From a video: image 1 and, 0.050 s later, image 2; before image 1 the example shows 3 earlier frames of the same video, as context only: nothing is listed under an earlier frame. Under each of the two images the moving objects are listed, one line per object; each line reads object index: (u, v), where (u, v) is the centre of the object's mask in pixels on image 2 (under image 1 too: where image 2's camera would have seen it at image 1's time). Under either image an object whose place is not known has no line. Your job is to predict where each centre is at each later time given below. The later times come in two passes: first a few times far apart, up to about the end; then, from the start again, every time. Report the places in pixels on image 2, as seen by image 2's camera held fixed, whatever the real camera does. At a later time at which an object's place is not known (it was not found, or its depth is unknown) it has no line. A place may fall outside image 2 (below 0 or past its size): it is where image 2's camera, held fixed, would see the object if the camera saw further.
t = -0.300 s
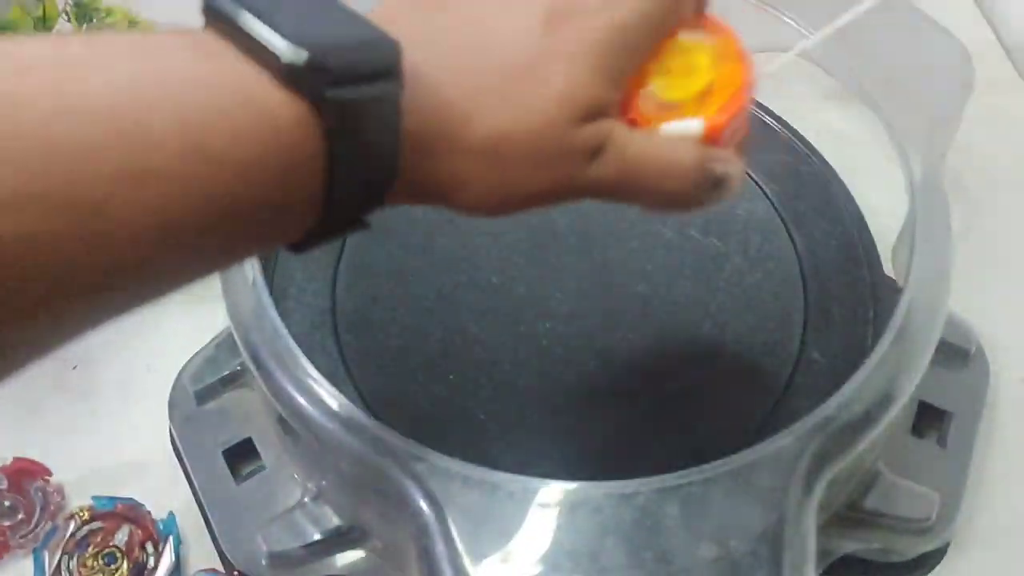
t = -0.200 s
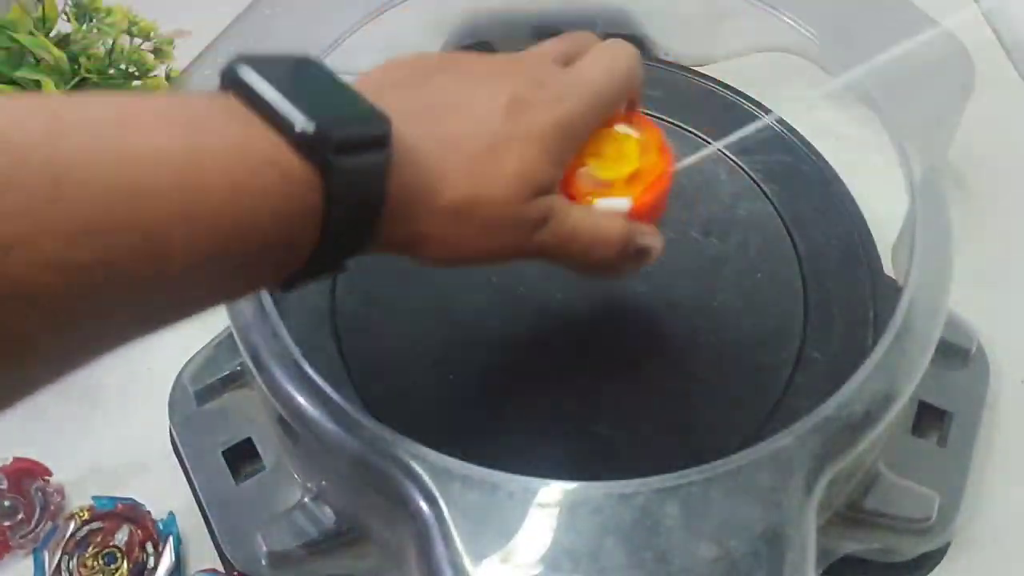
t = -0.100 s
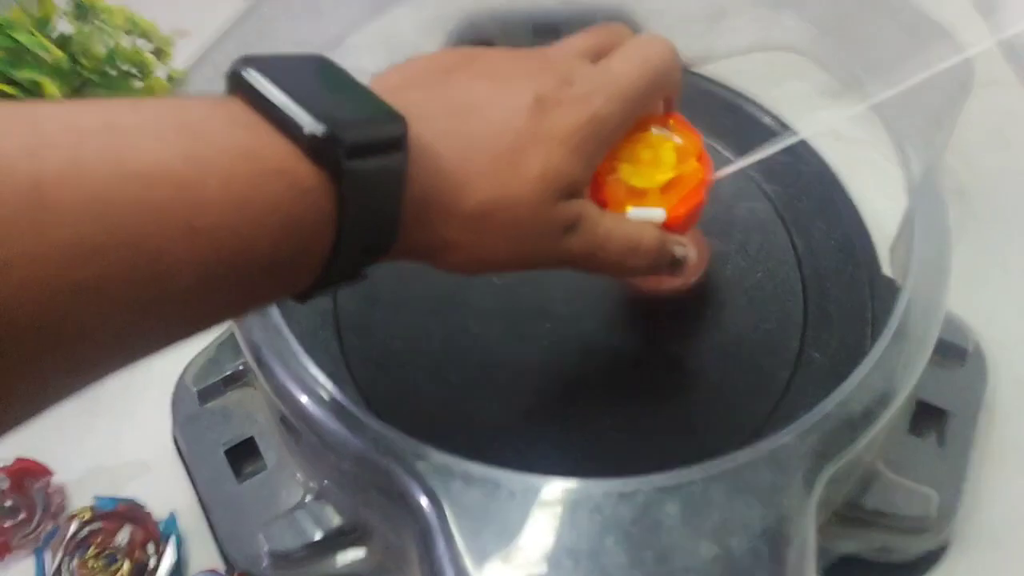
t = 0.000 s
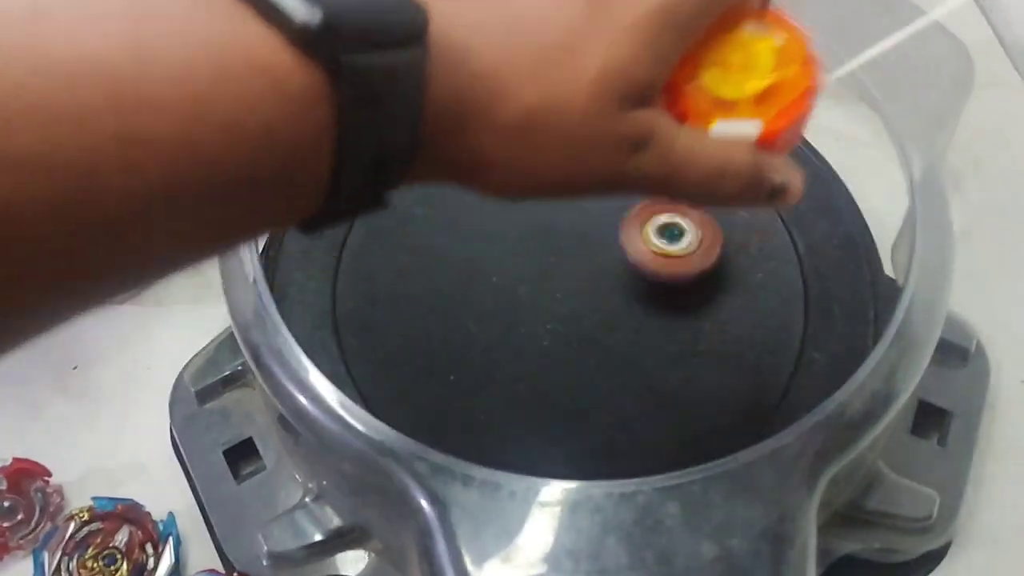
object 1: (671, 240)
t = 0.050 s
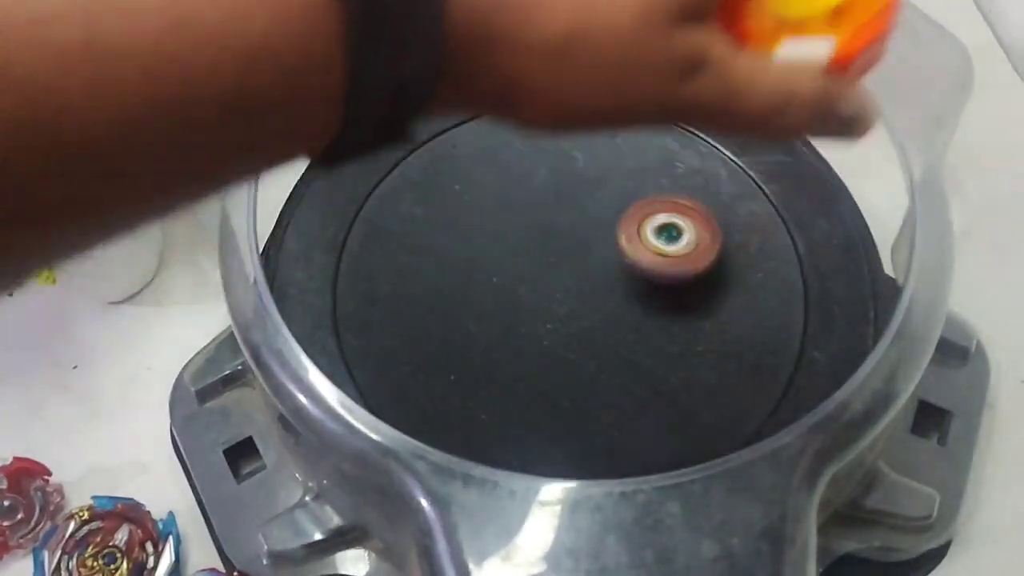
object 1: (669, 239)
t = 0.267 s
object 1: (665, 290)
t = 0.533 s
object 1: (618, 333)
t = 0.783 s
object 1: (558, 329)
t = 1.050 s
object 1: (520, 289)
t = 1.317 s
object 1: (519, 248)
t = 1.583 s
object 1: (545, 221)
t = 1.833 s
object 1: (580, 221)
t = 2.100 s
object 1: (600, 249)
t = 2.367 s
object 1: (594, 283)
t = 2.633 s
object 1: (569, 302)
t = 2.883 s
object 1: (549, 299)
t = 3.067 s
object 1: (540, 289)
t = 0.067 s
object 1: (668, 243)
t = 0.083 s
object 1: (668, 247)
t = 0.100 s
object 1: (668, 249)
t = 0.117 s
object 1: (667, 254)
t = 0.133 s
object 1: (668, 257)
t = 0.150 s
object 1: (667, 260)
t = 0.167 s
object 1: (667, 265)
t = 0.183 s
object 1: (667, 269)
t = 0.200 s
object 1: (666, 273)
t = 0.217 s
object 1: (666, 277)
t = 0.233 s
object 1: (666, 281)
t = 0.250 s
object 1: (666, 285)
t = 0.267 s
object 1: (665, 290)
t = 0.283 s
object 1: (663, 293)
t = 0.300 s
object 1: (661, 297)
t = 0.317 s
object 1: (660, 301)
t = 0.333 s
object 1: (658, 303)
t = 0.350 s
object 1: (656, 307)
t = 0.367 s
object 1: (653, 311)
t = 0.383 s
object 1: (650, 313)
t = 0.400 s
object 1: (647, 315)
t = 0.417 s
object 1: (644, 319)
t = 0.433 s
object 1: (641, 321)
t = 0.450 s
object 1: (637, 324)
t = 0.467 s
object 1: (633, 327)
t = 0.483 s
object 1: (629, 328)
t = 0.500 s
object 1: (626, 329)
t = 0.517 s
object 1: (623, 331)
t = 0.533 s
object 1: (618, 333)
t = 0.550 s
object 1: (614, 334)
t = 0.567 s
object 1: (610, 335)
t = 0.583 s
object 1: (605, 336)
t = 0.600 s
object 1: (602, 335)
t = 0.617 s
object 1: (598, 337)
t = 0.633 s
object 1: (593, 337)
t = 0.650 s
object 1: (589, 336)
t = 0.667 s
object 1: (585, 336)
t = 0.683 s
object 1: (581, 335)
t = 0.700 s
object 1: (577, 335)
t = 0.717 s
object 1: (572, 334)
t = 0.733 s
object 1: (568, 333)
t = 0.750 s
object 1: (565, 331)
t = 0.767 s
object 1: (562, 329)
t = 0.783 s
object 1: (558, 329)
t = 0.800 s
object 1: (554, 327)
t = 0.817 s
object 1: (551, 324)
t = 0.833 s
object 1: (548, 322)
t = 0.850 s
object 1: (546, 320)
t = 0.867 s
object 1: (542, 319)
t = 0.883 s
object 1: (539, 316)
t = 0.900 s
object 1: (536, 313)
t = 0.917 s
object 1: (535, 310)
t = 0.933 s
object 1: (533, 308)
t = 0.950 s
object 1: (530, 306)
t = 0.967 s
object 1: (528, 303)
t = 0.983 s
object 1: (526, 300)
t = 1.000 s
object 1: (525, 297)
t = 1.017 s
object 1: (524, 295)
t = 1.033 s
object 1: (522, 292)
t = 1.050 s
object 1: (520, 289)
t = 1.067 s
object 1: (520, 286)
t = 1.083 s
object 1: (519, 284)
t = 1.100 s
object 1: (518, 282)
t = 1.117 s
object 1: (516, 278)
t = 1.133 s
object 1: (516, 276)
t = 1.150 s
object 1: (516, 273)
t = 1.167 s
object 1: (516, 271)
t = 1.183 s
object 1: (515, 268)
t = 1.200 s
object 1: (515, 265)
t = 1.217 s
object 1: (516, 262)
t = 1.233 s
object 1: (516, 260)
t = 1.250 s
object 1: (516, 258)
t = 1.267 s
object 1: (516, 255)
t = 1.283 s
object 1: (517, 252)
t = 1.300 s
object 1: (518, 250)
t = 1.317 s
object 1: (519, 248)
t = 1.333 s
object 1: (519, 246)
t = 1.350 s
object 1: (520, 243)
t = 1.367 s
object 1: (522, 242)
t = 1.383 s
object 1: (523, 240)
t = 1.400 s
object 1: (524, 238)
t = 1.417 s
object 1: (525, 235)
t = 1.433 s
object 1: (527, 233)
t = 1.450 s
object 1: (529, 232)
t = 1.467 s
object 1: (530, 231)
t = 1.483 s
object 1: (532, 228)
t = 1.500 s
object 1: (534, 226)
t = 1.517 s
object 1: (536, 225)
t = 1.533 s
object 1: (537, 224)
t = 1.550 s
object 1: (539, 223)
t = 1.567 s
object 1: (542, 221)
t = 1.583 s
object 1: (545, 221)
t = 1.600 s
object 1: (547, 221)
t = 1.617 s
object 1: (549, 219)
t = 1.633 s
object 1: (552, 218)
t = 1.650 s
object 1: (555, 218)
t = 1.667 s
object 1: (557, 218)
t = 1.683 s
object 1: (559, 217)
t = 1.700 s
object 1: (562, 217)
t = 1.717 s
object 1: (565, 217)
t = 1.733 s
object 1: (567, 218)
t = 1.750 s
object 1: (569, 218)
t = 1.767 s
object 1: (571, 219)
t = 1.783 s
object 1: (574, 219)
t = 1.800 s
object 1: (575, 220)
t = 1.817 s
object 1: (577, 221)
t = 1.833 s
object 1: (580, 221)
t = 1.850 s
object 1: (582, 223)
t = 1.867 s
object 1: (584, 225)
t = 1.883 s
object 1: (585, 225)
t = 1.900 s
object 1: (587, 226)
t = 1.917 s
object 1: (589, 228)
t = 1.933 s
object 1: (590, 230)
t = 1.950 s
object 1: (590, 231)
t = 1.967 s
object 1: (592, 233)
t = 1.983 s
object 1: (595, 235)
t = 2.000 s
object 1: (595, 237)
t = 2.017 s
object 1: (596, 239)
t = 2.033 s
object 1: (597, 241)
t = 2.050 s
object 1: (598, 243)
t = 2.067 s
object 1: (599, 245)
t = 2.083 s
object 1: (599, 247)
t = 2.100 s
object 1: (600, 249)
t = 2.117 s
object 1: (601, 252)
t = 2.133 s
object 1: (600, 254)
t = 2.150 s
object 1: (600, 256)
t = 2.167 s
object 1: (601, 259)
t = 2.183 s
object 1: (601, 261)
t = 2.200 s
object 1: (600, 263)
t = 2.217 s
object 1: (600, 265)
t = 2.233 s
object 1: (600, 267)
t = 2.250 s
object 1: (600, 269)
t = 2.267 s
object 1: (599, 270)
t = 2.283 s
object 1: (599, 272)
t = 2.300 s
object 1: (598, 275)
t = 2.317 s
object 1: (597, 277)
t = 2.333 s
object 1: (596, 278)
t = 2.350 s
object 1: (595, 280)
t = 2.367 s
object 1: (594, 283)
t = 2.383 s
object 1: (592, 284)
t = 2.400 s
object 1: (591, 286)
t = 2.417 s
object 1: (590, 288)
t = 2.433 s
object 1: (588, 290)
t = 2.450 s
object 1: (587, 291)
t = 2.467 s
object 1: (586, 292)
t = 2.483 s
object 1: (585, 294)
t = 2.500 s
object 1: (582, 296)
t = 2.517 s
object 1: (581, 296)
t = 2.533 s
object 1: (580, 297)
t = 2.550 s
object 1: (578, 299)
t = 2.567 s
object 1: (576, 299)
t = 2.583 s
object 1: (575, 300)
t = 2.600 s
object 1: (574, 301)
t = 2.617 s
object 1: (571, 302)
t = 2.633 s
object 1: (569, 302)
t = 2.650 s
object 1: (569, 302)
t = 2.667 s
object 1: (567, 303)
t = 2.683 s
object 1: (564, 303)
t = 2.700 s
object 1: (563, 303)
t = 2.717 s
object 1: (562, 303)
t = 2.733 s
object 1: (560, 303)
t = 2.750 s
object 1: (558, 303)
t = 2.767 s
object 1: (557, 302)
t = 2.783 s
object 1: (555, 303)
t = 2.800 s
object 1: (553, 302)
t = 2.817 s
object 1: (553, 301)
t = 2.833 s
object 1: (552, 301)
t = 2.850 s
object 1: (550, 301)
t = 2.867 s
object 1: (549, 300)
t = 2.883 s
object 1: (549, 299)
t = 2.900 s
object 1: (547, 299)
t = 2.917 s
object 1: (546, 298)
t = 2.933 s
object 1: (545, 297)
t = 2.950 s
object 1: (545, 297)
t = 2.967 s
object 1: (543, 295)
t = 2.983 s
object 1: (543, 294)
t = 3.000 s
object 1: (543, 294)
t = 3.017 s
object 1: (541, 293)
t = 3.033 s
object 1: (541, 291)
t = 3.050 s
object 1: (541, 290)
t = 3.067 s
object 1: (540, 289)
